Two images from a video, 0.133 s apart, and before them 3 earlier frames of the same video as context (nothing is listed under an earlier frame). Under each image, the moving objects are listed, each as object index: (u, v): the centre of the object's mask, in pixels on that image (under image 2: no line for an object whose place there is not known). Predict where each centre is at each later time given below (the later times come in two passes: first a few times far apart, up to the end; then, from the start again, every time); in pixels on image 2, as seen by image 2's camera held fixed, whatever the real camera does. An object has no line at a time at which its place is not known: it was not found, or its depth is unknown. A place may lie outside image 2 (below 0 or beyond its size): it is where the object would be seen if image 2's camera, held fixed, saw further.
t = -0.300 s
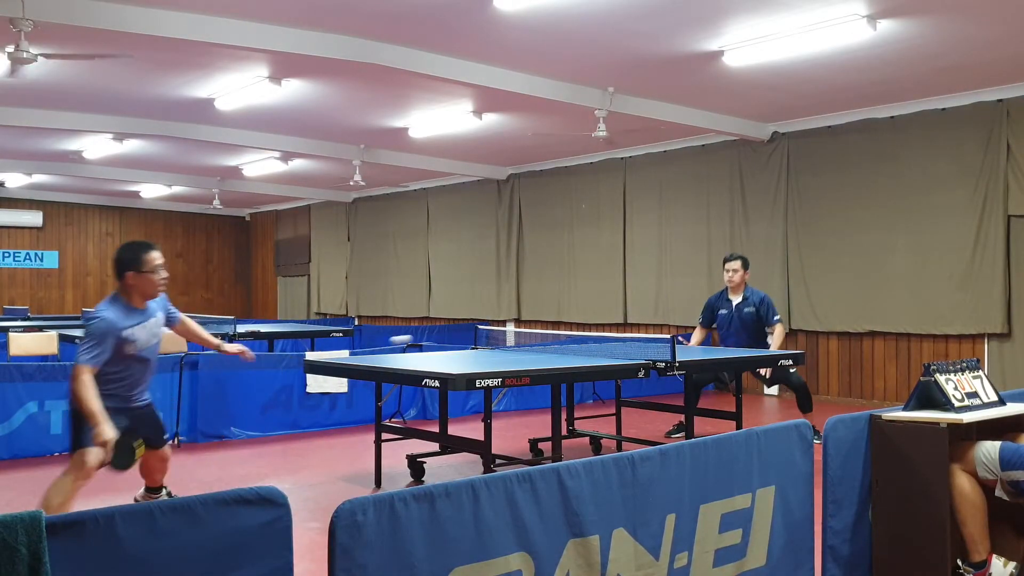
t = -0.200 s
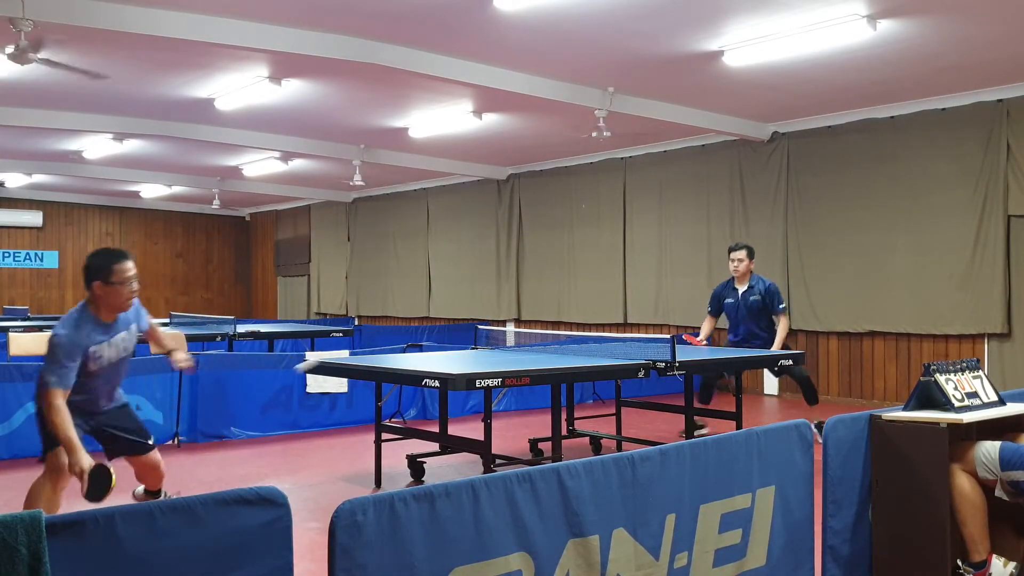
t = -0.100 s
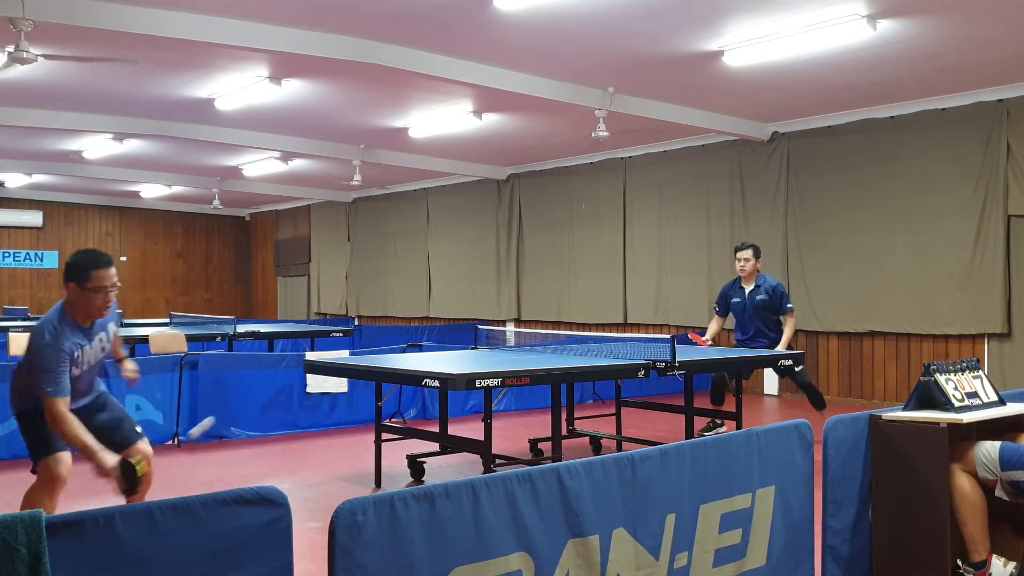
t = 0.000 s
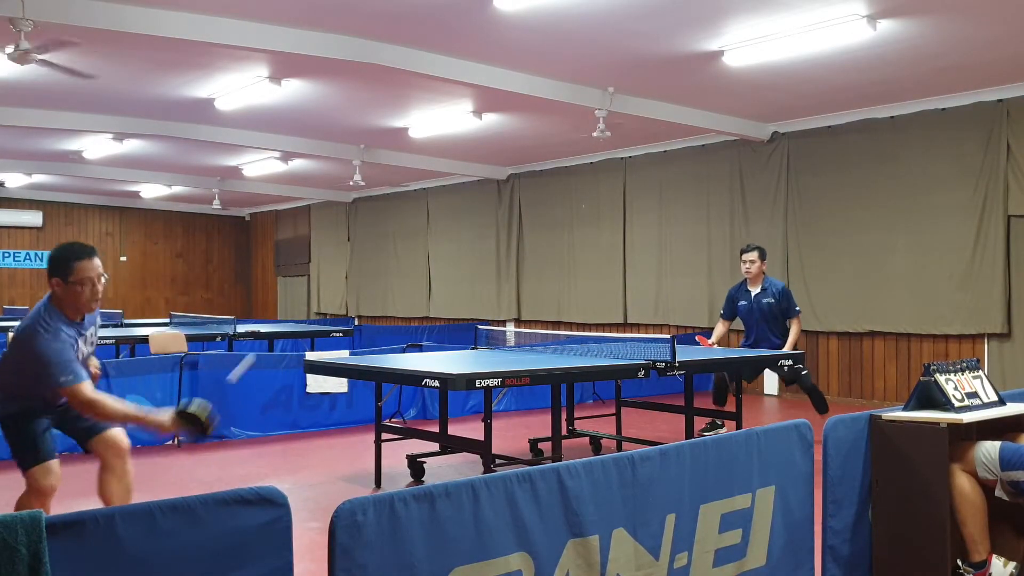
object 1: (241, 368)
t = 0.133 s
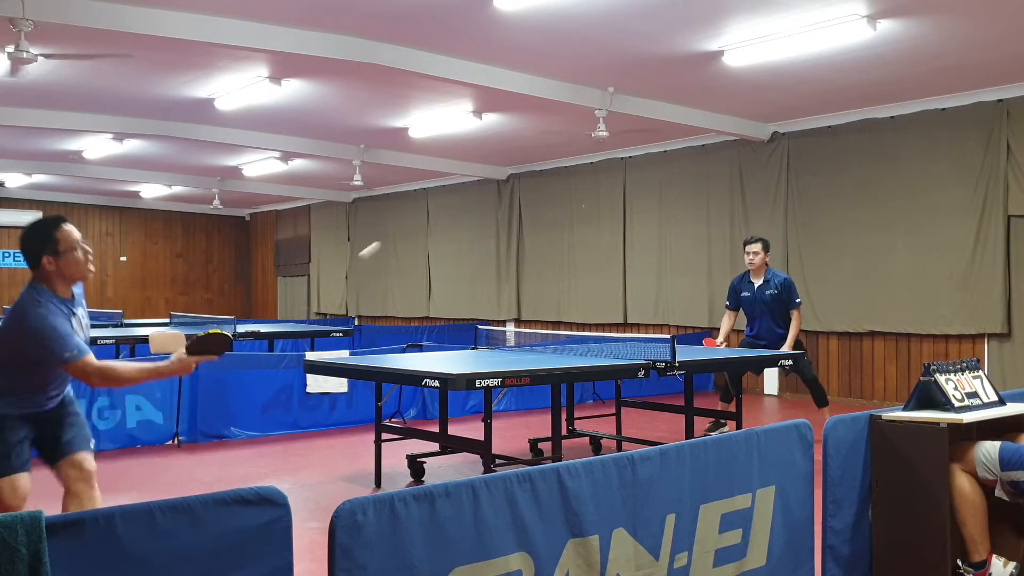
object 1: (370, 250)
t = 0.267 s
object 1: (460, 204)
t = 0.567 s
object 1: (587, 247)
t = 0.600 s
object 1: (597, 260)
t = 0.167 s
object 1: (395, 233)
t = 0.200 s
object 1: (418, 220)
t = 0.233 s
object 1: (440, 210)
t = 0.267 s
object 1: (460, 204)
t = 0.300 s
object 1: (478, 199)
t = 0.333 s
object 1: (495, 199)
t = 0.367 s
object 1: (511, 200)
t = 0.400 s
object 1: (526, 203)
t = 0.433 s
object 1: (540, 208)
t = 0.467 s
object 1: (553, 216)
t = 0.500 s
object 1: (565, 224)
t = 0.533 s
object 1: (576, 235)
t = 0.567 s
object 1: (587, 247)
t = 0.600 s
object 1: (597, 260)
